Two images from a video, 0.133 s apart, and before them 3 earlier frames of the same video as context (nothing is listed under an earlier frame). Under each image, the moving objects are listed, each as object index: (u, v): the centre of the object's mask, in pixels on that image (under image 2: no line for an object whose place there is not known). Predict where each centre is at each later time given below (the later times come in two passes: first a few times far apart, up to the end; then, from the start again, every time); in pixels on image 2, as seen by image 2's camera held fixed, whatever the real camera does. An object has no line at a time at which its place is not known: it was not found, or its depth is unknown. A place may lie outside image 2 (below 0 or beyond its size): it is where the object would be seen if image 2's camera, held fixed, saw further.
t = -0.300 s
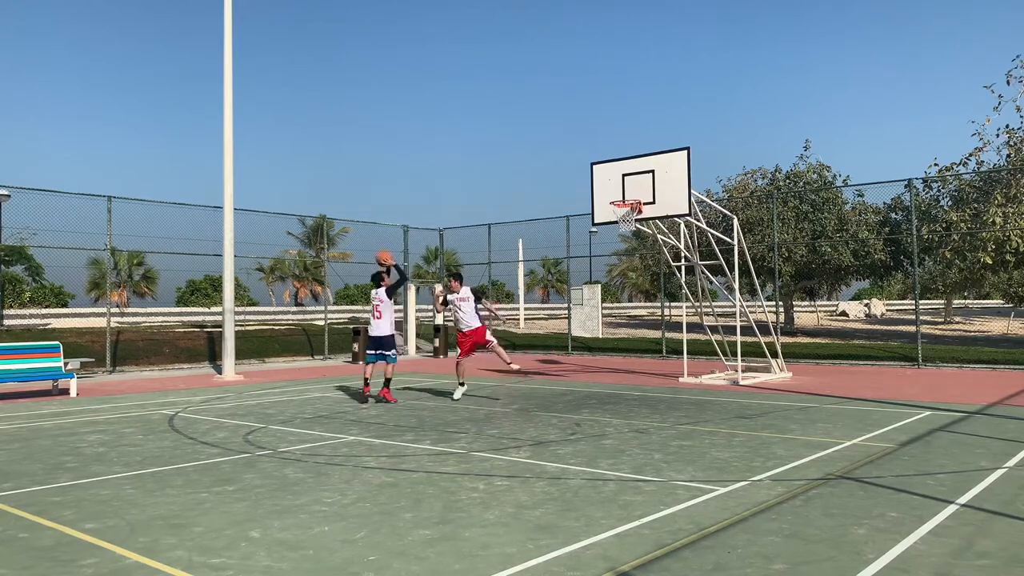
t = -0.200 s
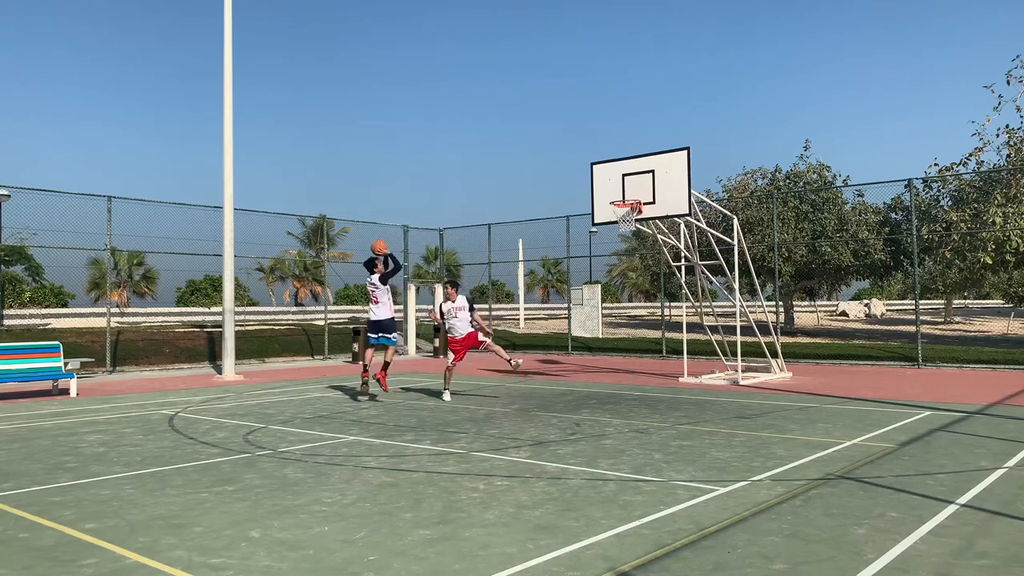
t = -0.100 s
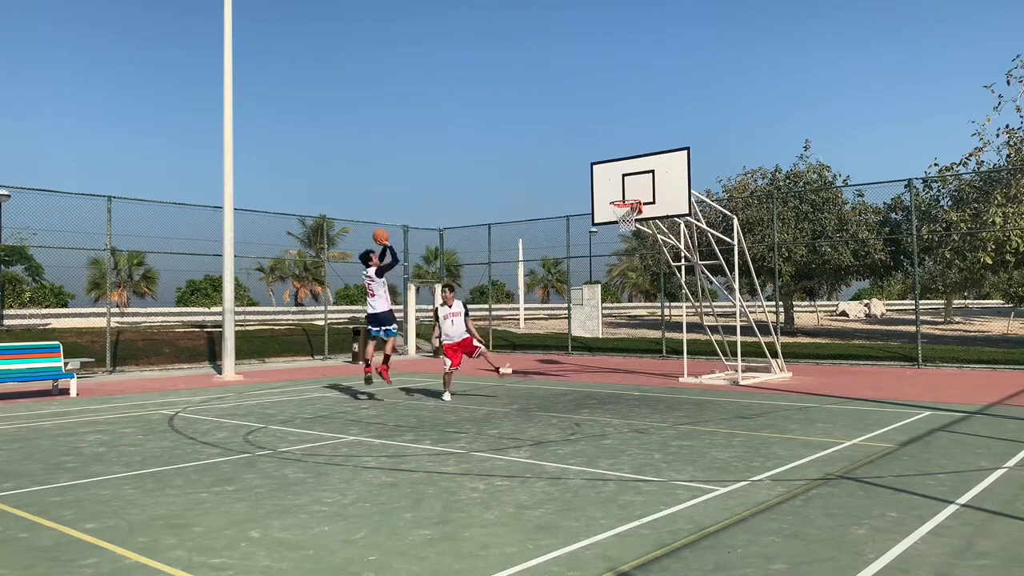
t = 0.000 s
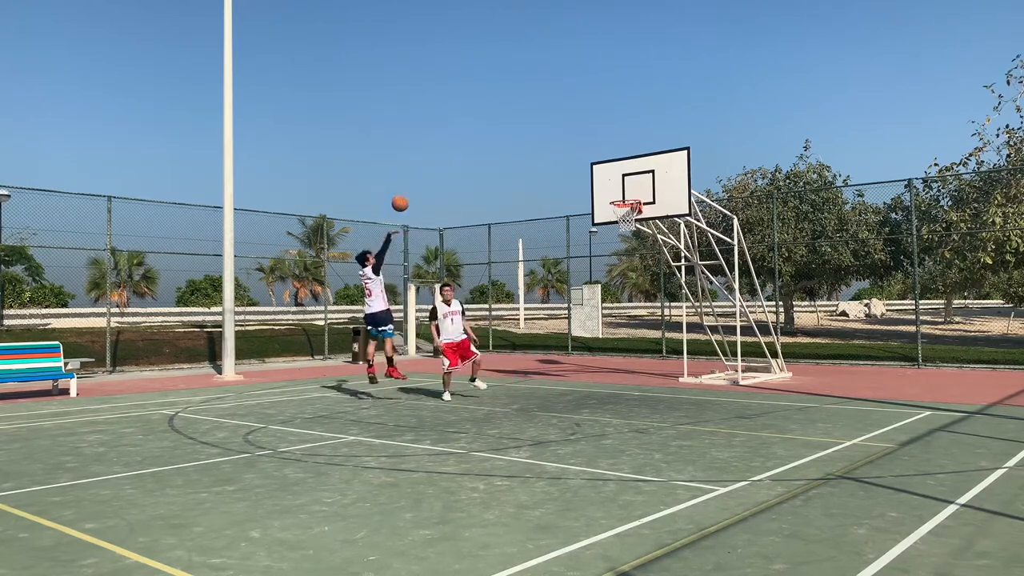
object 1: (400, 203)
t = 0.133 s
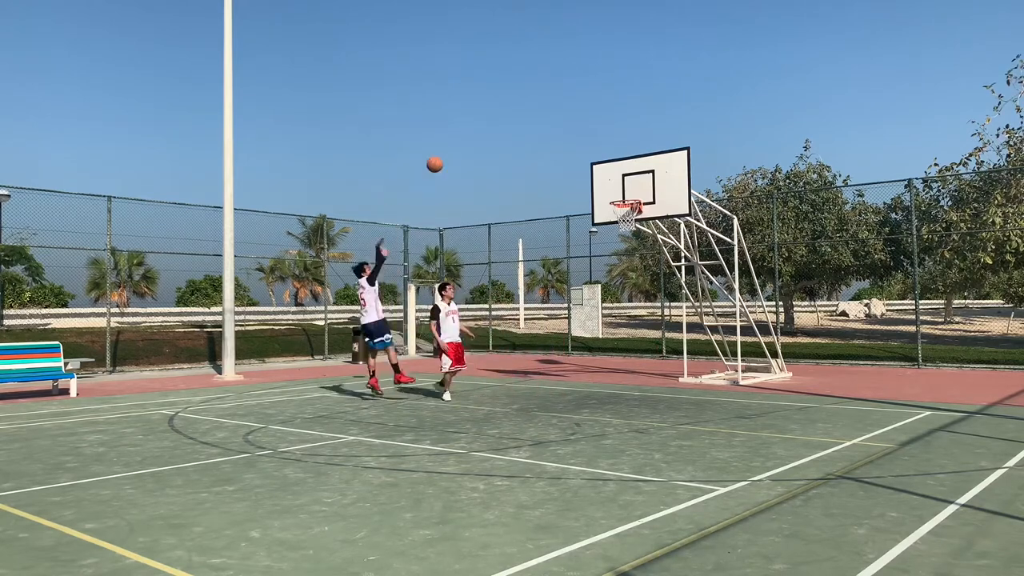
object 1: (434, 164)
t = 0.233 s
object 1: (460, 143)
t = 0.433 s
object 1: (508, 122)
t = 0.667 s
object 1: (563, 129)
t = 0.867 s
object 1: (608, 162)
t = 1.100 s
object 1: (629, 212)
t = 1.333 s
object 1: (621, 219)
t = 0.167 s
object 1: (443, 157)
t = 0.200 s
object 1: (451, 150)
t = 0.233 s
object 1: (460, 143)
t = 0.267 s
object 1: (468, 138)
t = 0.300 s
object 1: (476, 133)
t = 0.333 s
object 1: (484, 129)
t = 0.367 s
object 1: (492, 126)
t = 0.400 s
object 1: (500, 124)
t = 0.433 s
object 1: (508, 122)
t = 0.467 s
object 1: (516, 121)
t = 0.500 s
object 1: (524, 121)
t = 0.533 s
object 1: (532, 121)
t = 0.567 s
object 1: (540, 122)
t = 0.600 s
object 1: (547, 124)
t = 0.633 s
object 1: (555, 126)
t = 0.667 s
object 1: (563, 129)
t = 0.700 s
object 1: (570, 133)
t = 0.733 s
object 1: (578, 137)
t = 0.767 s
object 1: (585, 143)
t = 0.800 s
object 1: (593, 149)
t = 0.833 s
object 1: (600, 154)
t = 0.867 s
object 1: (608, 162)
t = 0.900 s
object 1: (616, 170)
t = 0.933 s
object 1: (623, 178)
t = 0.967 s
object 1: (630, 186)
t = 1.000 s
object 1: (630, 192)
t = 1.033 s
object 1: (630, 197)
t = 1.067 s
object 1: (629, 207)
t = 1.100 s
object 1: (629, 212)
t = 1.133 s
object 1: (627, 212)
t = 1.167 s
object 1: (624, 209)
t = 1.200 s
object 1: (622, 209)
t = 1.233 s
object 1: (622, 211)
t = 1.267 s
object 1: (621, 211)
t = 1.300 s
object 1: (621, 214)
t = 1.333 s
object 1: (621, 219)
